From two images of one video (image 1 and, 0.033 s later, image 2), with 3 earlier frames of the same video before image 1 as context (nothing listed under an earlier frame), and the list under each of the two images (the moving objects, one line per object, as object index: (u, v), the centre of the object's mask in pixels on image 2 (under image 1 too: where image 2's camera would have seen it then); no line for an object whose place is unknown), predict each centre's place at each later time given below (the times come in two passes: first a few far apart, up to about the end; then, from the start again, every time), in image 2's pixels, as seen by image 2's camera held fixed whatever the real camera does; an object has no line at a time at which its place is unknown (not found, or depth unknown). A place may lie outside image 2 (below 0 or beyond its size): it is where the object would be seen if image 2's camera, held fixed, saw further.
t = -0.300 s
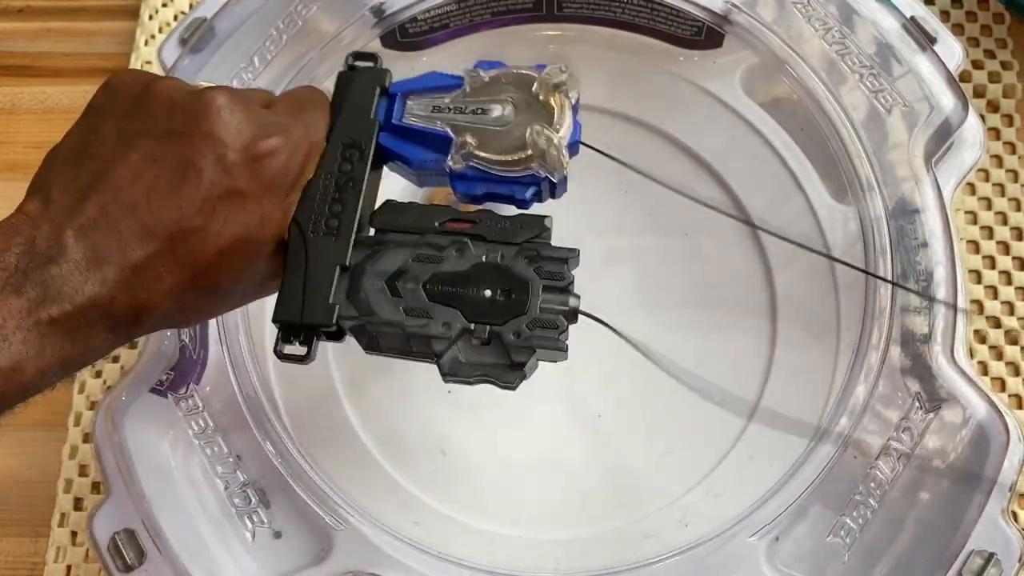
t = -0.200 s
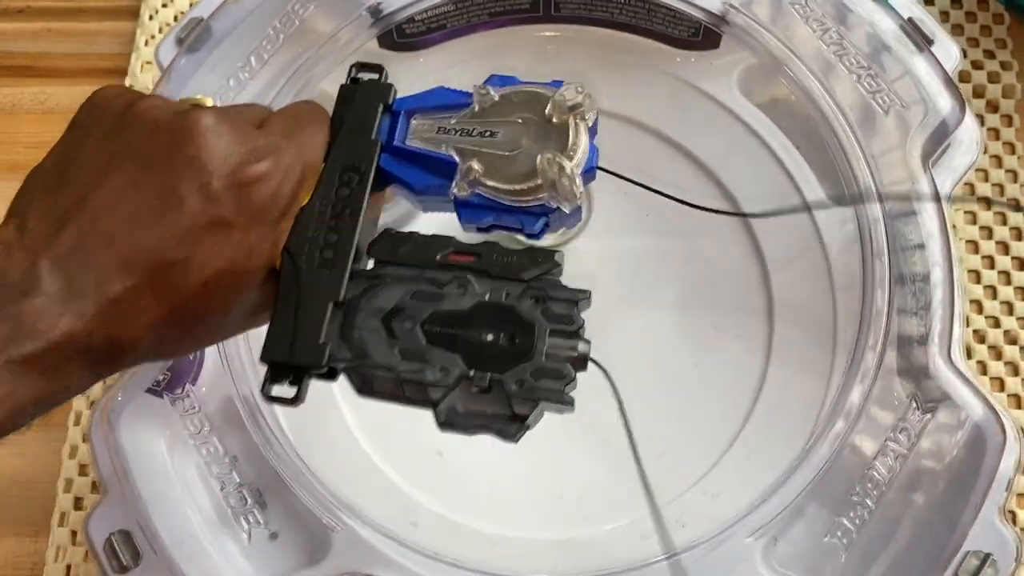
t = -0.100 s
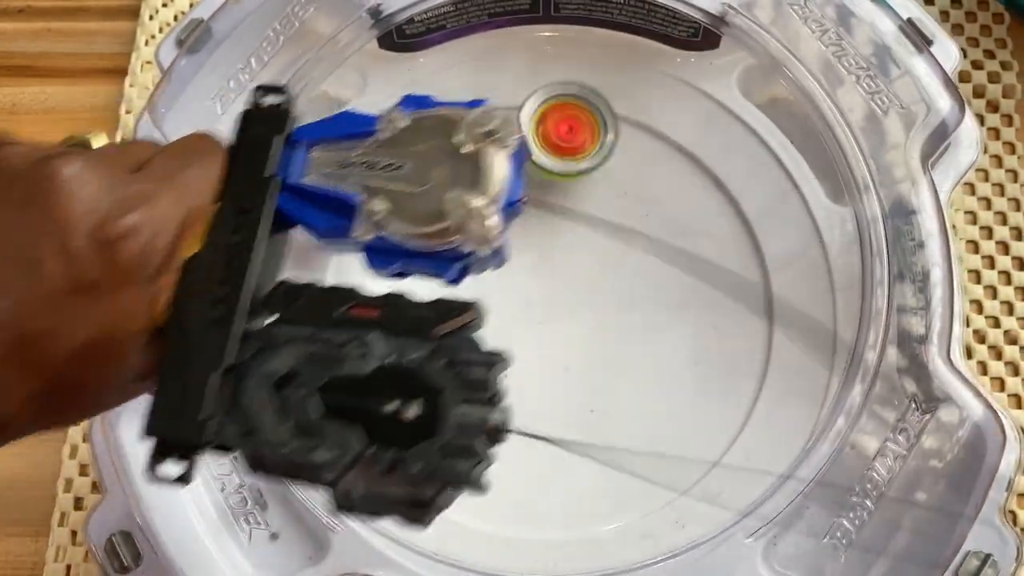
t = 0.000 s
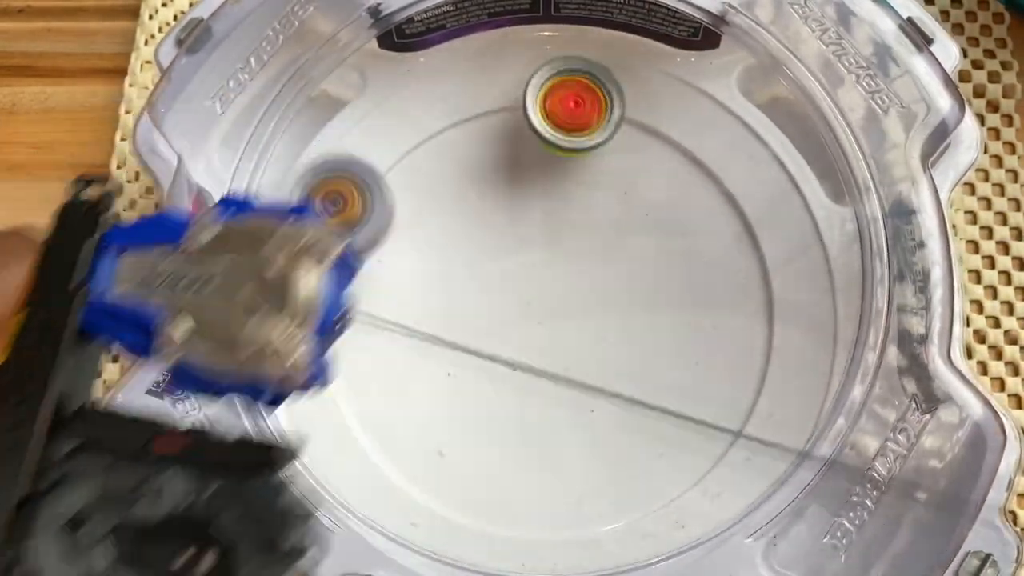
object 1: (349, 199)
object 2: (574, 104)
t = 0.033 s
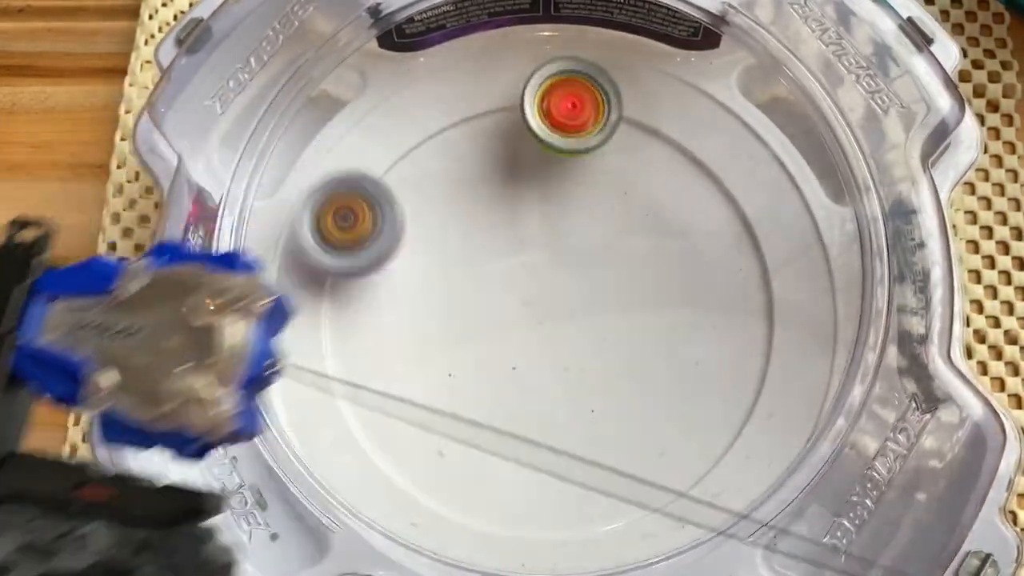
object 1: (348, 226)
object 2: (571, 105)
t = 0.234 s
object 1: (497, 300)
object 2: (510, 189)
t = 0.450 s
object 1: (619, 440)
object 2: (465, 233)
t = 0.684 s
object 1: (558, 423)
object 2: (507, 324)
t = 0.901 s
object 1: (477, 388)
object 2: (535, 206)
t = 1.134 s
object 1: (441, 272)
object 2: (561, 168)
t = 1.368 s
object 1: (521, 290)
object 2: (631, 132)
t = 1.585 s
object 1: (565, 357)
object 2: (596, 219)
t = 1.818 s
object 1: (515, 412)
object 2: (539, 301)
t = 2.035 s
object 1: (454, 402)
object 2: (574, 253)
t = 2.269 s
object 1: (512, 292)
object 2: (642, 266)
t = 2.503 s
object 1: (589, 333)
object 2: (692, 250)
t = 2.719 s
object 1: (556, 431)
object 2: (596, 273)
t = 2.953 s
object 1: (389, 408)
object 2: (564, 274)
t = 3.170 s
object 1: (376, 279)
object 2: (603, 251)
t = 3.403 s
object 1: (610, 206)
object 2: (563, 347)
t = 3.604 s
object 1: (736, 351)
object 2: (569, 376)
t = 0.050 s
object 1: (353, 236)
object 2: (568, 108)
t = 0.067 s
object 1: (364, 237)
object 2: (565, 111)
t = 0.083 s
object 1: (374, 241)
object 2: (559, 114)
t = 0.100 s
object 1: (386, 246)
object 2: (555, 119)
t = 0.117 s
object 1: (398, 252)
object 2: (551, 124)
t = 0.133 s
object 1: (411, 261)
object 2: (546, 131)
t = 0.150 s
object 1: (424, 270)
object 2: (541, 139)
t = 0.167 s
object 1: (439, 275)
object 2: (536, 150)
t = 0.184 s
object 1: (453, 279)
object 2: (528, 159)
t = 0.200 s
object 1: (468, 285)
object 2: (521, 170)
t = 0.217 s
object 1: (483, 294)
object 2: (515, 179)
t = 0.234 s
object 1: (497, 300)
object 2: (510, 189)
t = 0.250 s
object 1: (512, 312)
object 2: (506, 190)
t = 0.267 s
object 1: (525, 327)
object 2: (501, 189)
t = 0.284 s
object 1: (538, 340)
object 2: (496, 190)
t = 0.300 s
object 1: (550, 354)
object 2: (491, 190)
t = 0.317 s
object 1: (563, 365)
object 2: (486, 192)
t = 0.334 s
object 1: (572, 378)
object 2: (483, 193)
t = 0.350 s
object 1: (582, 389)
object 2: (480, 196)
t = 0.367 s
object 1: (590, 400)
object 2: (477, 200)
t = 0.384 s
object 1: (598, 410)
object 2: (474, 205)
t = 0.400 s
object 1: (605, 419)
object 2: (472, 211)
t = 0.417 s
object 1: (610, 428)
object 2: (470, 218)
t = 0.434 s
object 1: (615, 433)
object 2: (468, 226)
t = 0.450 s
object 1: (619, 440)
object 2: (465, 233)
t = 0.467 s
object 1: (621, 446)
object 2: (463, 241)
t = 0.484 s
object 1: (623, 451)
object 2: (462, 248)
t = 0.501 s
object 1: (623, 454)
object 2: (462, 255)
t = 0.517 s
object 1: (622, 455)
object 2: (462, 263)
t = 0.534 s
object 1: (620, 456)
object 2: (464, 270)
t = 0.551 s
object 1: (617, 457)
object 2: (467, 278)
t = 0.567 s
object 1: (612, 456)
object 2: (470, 287)
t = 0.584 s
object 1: (607, 453)
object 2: (473, 294)
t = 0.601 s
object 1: (601, 450)
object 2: (477, 301)
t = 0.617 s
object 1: (593, 446)
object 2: (482, 307)
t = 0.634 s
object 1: (585, 442)
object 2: (488, 312)
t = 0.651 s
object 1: (576, 437)
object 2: (494, 317)
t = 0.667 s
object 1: (567, 430)
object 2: (500, 320)
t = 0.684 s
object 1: (558, 423)
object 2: (507, 324)
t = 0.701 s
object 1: (552, 428)
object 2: (509, 313)
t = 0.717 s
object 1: (547, 428)
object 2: (510, 303)
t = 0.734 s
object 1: (542, 430)
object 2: (513, 294)
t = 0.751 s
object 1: (536, 430)
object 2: (515, 284)
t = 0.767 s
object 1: (531, 428)
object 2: (518, 274)
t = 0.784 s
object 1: (525, 427)
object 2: (520, 265)
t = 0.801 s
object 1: (520, 424)
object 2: (522, 255)
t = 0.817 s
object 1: (514, 419)
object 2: (525, 246)
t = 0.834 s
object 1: (507, 415)
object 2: (527, 237)
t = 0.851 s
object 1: (501, 409)
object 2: (530, 228)
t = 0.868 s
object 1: (494, 402)
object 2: (532, 220)
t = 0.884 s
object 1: (485, 396)
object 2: (533, 212)
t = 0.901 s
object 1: (477, 388)
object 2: (535, 206)
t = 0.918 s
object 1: (470, 379)
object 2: (537, 200)
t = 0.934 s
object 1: (463, 369)
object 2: (539, 195)
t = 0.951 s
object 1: (456, 359)
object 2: (540, 192)
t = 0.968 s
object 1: (450, 346)
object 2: (540, 190)
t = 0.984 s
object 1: (444, 337)
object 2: (540, 188)
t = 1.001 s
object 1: (443, 325)
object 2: (540, 187)
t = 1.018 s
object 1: (441, 312)
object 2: (539, 187)
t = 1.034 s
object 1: (441, 301)
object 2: (538, 188)
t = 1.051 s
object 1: (444, 291)
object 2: (537, 189)
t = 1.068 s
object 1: (445, 280)
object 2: (534, 191)
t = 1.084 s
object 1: (448, 270)
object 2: (532, 194)
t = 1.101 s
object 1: (448, 269)
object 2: (536, 189)
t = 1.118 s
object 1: (444, 270)
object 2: (549, 176)
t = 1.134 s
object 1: (441, 272)
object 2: (561, 168)
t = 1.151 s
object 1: (441, 274)
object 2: (570, 159)
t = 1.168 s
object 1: (441, 275)
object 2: (580, 152)
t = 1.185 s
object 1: (444, 276)
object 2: (588, 145)
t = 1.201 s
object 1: (448, 278)
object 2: (595, 140)
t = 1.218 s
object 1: (452, 278)
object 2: (602, 136)
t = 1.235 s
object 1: (459, 279)
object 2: (608, 133)
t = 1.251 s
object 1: (465, 280)
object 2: (613, 130)
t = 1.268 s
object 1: (474, 280)
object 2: (617, 128)
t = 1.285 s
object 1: (481, 281)
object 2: (621, 127)
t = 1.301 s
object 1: (488, 281)
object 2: (624, 127)
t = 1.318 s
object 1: (496, 283)
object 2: (627, 127)
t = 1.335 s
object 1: (505, 285)
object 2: (629, 128)
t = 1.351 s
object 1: (513, 287)
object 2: (631, 130)
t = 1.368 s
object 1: (521, 290)
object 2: (631, 132)
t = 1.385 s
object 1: (528, 294)
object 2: (632, 135)
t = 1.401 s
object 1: (534, 300)
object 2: (631, 139)
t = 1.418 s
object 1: (540, 304)
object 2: (630, 144)
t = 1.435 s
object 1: (546, 310)
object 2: (629, 148)
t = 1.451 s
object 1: (551, 315)
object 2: (627, 154)
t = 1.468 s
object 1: (555, 320)
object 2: (624, 160)
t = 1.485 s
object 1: (559, 325)
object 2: (621, 167)
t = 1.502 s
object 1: (561, 331)
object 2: (618, 174)
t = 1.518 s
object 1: (563, 336)
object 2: (613, 182)
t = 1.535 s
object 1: (565, 341)
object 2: (609, 191)
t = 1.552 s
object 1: (565, 347)
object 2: (605, 199)
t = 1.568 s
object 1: (566, 352)
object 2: (600, 209)
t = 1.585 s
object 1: (565, 357)
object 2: (596, 219)
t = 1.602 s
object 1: (565, 359)
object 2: (590, 229)
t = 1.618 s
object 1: (564, 364)
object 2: (585, 239)
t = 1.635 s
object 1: (563, 366)
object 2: (580, 249)
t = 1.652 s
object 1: (561, 368)
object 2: (575, 260)
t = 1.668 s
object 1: (558, 373)
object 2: (570, 264)
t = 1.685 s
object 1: (556, 382)
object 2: (566, 267)
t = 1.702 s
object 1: (552, 388)
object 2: (561, 270)
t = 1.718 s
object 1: (548, 394)
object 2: (557, 275)
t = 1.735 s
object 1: (544, 399)
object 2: (553, 278)
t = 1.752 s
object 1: (538, 404)
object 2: (549, 283)
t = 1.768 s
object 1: (533, 408)
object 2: (546, 287)
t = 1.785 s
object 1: (527, 410)
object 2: (543, 292)
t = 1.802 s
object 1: (521, 411)
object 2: (541, 296)
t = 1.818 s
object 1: (515, 412)
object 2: (539, 301)
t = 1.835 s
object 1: (511, 411)
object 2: (538, 306)
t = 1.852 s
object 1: (504, 414)
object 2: (539, 303)
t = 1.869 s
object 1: (497, 419)
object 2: (541, 296)
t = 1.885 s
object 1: (492, 425)
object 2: (542, 289)
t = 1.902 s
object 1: (487, 428)
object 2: (545, 282)
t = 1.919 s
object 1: (483, 430)
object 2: (547, 277)
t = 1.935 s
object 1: (477, 429)
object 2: (551, 271)
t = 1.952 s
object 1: (473, 428)
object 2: (554, 267)
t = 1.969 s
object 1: (469, 423)
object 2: (558, 263)
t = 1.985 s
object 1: (464, 420)
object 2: (562, 259)
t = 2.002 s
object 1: (461, 416)
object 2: (566, 257)
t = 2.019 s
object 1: (458, 409)
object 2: (570, 255)
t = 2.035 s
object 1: (454, 402)
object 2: (574, 253)
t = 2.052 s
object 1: (452, 396)
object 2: (578, 252)
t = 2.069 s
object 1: (450, 387)
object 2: (583, 251)
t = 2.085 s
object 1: (449, 379)
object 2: (589, 251)
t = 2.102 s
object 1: (449, 369)
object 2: (594, 252)
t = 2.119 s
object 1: (450, 360)
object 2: (600, 253)
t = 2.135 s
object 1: (451, 350)
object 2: (606, 255)
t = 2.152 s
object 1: (454, 341)
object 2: (612, 256)
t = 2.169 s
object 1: (459, 332)
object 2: (617, 258)
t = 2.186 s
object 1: (466, 325)
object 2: (623, 259)
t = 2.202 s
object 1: (472, 317)
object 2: (628, 261)
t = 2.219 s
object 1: (482, 309)
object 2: (632, 263)
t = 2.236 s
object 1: (491, 303)
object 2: (636, 264)
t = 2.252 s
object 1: (500, 297)
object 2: (639, 265)
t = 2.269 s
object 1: (512, 292)
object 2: (642, 266)
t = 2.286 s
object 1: (523, 290)
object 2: (645, 268)
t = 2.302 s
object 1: (535, 286)
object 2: (647, 269)
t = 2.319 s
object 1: (540, 286)
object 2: (657, 266)
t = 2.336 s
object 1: (544, 288)
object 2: (667, 265)
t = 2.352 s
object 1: (548, 288)
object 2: (676, 263)
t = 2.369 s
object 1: (552, 291)
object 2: (683, 261)
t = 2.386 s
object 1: (556, 294)
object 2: (689, 259)
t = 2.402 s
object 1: (561, 299)
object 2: (693, 257)
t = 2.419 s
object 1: (565, 304)
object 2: (696, 256)
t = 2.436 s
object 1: (571, 308)
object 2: (698, 254)
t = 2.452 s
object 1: (575, 314)
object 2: (698, 253)
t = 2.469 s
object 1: (580, 319)
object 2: (697, 252)
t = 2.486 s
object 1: (585, 325)
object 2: (695, 251)
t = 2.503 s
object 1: (589, 333)
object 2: (692, 250)
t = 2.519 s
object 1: (592, 341)
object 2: (687, 251)
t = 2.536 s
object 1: (594, 347)
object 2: (682, 251)
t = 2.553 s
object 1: (595, 357)
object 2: (675, 251)
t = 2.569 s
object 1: (596, 364)
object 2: (668, 252)
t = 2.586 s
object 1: (595, 373)
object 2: (661, 252)
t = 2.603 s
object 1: (593, 382)
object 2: (654, 253)
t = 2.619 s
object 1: (591, 391)
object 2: (646, 254)
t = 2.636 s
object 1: (587, 400)
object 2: (638, 256)
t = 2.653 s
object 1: (583, 407)
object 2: (629, 258)
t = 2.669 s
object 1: (577, 415)
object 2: (621, 261)
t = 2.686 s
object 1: (571, 421)
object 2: (613, 265)
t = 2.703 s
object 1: (563, 426)
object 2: (605, 269)
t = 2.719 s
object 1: (556, 431)
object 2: (596, 273)
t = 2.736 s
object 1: (545, 433)
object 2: (588, 278)
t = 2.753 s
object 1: (535, 435)
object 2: (581, 282)
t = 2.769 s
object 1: (523, 436)
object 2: (573, 288)
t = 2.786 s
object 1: (513, 436)
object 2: (567, 292)
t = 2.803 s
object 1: (502, 432)
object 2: (560, 297)
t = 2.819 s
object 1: (491, 429)
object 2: (553, 302)
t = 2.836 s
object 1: (482, 422)
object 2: (547, 307)
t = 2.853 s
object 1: (474, 415)
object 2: (541, 312)
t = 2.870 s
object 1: (466, 405)
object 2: (535, 317)
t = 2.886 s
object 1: (454, 403)
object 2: (534, 316)
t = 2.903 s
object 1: (436, 406)
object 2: (542, 304)
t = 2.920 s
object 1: (417, 410)
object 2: (549, 293)
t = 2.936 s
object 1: (403, 409)
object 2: (556, 283)
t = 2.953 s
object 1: (389, 408)
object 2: (564, 274)
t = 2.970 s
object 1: (379, 405)
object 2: (571, 266)
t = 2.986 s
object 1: (369, 399)
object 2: (577, 260)
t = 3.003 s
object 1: (361, 393)
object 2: (583, 254)
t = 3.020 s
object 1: (355, 386)
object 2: (588, 250)
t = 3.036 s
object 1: (351, 378)
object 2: (593, 246)
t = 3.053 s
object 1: (349, 369)
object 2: (598, 243)
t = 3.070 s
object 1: (348, 358)
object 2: (601, 241)
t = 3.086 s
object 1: (349, 345)
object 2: (604, 240)
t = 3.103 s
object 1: (351, 332)
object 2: (605, 240)
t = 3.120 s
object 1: (354, 319)
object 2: (606, 241)
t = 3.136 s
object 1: (360, 305)
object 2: (606, 243)
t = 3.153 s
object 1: (367, 292)
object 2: (605, 247)
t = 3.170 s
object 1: (376, 279)
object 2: (603, 251)
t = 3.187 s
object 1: (387, 266)
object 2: (601, 256)
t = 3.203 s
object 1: (400, 253)
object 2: (599, 261)
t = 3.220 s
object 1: (414, 241)
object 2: (596, 268)
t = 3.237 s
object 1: (430, 231)
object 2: (592, 275)
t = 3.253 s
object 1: (448, 221)
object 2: (589, 283)
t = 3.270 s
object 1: (466, 212)
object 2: (585, 291)
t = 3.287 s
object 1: (484, 207)
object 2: (581, 299)
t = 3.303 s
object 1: (502, 202)
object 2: (577, 306)
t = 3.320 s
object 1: (520, 199)
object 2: (573, 314)
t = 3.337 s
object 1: (538, 198)
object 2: (570, 321)
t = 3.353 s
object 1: (556, 197)
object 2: (568, 328)
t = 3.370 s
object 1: (574, 198)
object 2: (566, 335)
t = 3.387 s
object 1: (592, 201)
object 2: (564, 341)
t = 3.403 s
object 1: (610, 206)
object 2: (563, 347)
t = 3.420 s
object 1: (628, 213)
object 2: (562, 351)
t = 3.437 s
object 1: (644, 220)
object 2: (561, 355)
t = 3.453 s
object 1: (658, 229)
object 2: (560, 359)
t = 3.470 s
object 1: (673, 239)
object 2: (559, 362)
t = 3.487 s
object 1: (688, 250)
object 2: (559, 365)
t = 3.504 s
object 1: (700, 262)
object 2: (559, 367)
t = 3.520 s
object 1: (710, 274)
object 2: (559, 370)
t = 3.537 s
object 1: (717, 288)
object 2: (561, 373)
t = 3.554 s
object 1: (724, 303)
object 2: (562, 375)
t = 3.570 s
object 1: (729, 318)
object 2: (564, 376)
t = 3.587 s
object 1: (734, 334)
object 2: (566, 376)
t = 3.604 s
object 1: (736, 351)
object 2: (569, 376)
